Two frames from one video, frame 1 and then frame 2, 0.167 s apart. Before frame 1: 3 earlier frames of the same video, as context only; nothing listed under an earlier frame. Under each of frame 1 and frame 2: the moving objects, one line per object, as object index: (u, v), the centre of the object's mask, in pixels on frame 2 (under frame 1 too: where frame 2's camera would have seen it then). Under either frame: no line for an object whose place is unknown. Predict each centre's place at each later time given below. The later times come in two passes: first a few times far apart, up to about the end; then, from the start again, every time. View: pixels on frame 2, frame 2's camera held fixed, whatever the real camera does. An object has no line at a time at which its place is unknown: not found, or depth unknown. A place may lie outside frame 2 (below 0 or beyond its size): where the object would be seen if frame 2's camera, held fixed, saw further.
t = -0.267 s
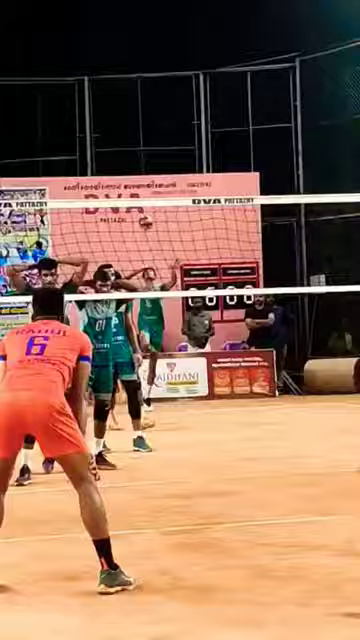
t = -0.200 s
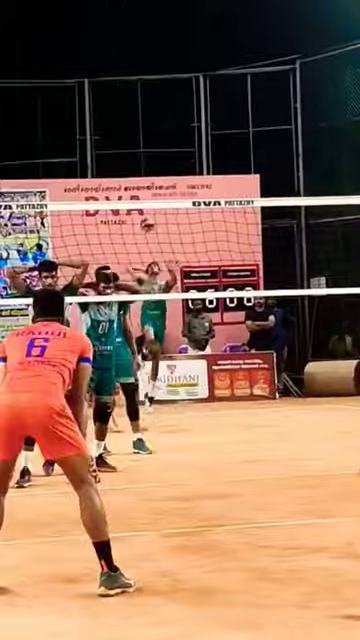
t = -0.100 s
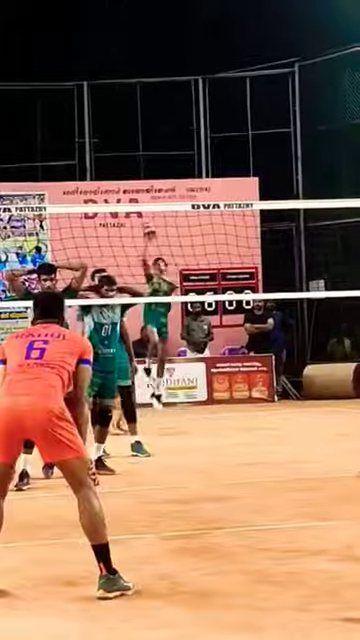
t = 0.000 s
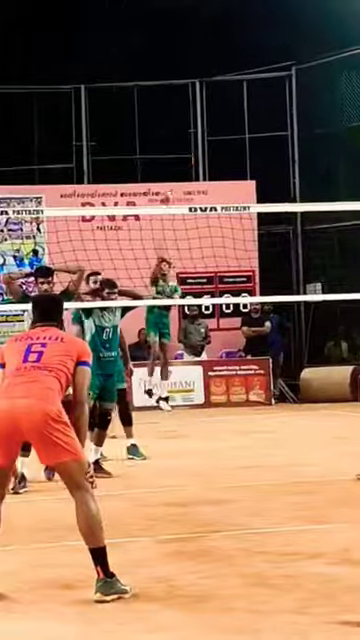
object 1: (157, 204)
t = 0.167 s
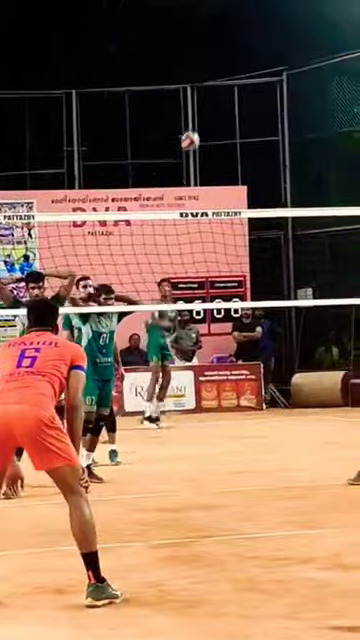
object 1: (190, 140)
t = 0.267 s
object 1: (211, 108)
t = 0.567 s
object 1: (279, 51)
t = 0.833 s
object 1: (344, 79)
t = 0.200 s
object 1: (198, 130)
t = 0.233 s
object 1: (204, 118)
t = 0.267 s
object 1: (211, 108)
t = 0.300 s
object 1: (218, 98)
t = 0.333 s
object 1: (225, 90)
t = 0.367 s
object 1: (233, 82)
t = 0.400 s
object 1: (240, 74)
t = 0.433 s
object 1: (248, 67)
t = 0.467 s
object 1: (256, 62)
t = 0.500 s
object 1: (264, 57)
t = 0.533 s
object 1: (272, 53)
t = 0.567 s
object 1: (279, 51)
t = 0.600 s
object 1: (287, 50)
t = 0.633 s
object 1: (295, 50)
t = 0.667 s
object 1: (303, 51)
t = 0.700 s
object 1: (311, 53)
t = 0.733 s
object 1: (320, 57)
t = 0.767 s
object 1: (327, 63)
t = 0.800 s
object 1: (336, 70)
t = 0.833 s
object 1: (344, 79)
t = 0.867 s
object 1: (352, 90)
